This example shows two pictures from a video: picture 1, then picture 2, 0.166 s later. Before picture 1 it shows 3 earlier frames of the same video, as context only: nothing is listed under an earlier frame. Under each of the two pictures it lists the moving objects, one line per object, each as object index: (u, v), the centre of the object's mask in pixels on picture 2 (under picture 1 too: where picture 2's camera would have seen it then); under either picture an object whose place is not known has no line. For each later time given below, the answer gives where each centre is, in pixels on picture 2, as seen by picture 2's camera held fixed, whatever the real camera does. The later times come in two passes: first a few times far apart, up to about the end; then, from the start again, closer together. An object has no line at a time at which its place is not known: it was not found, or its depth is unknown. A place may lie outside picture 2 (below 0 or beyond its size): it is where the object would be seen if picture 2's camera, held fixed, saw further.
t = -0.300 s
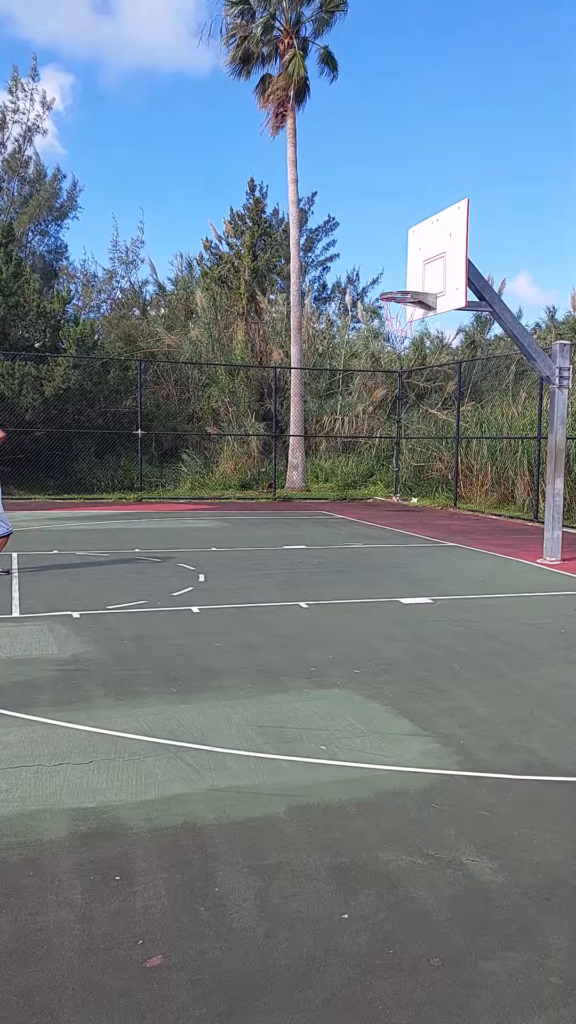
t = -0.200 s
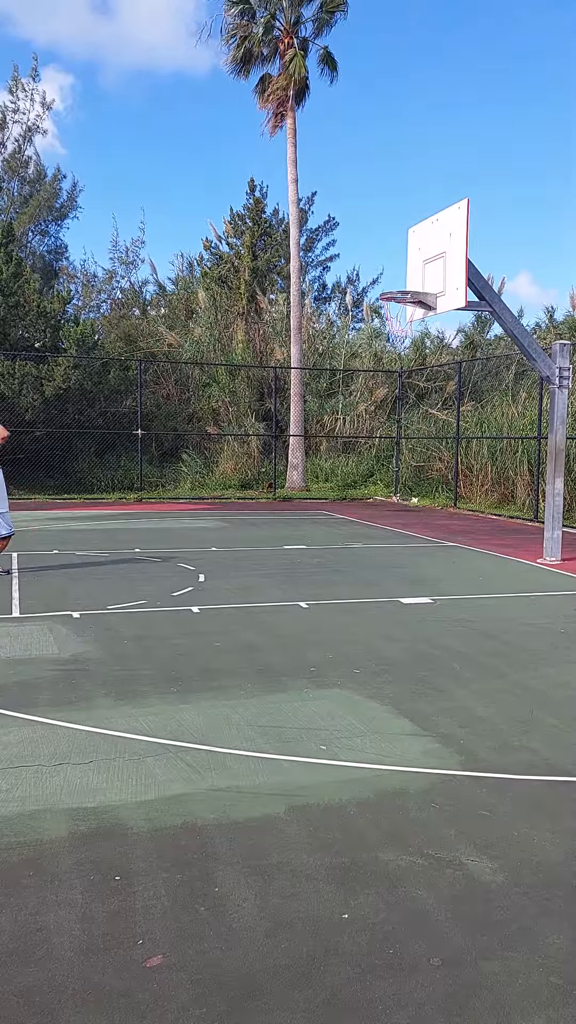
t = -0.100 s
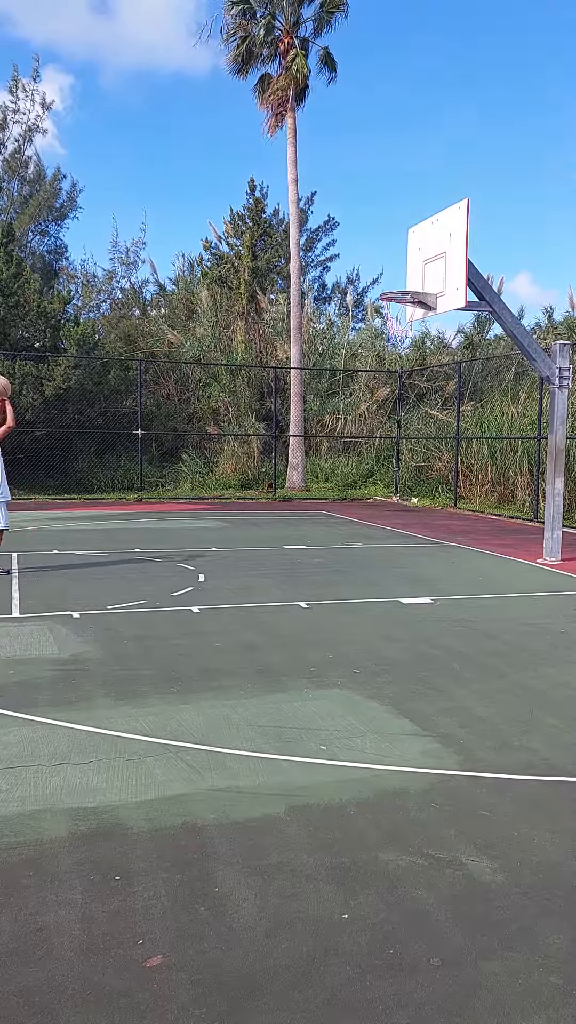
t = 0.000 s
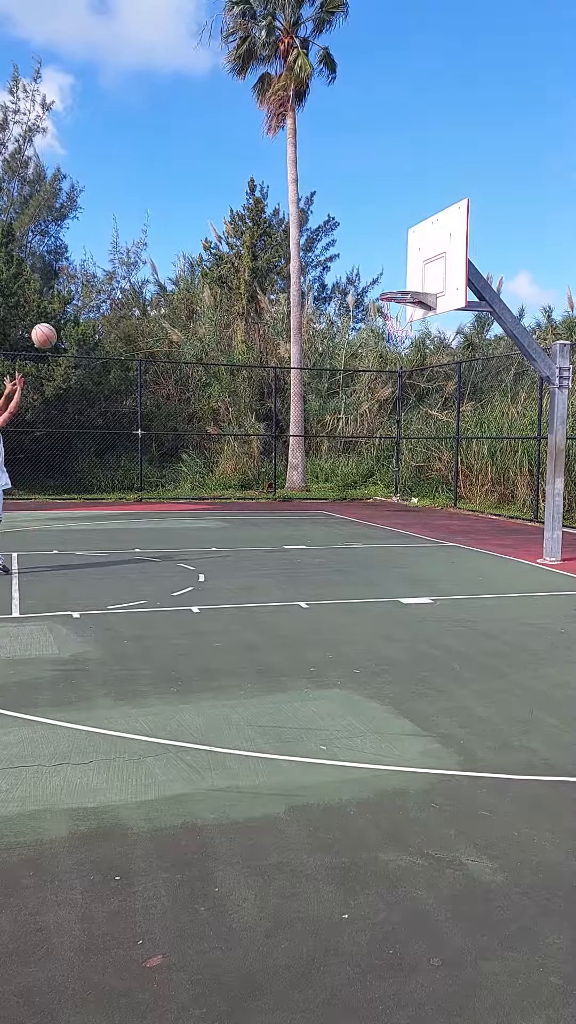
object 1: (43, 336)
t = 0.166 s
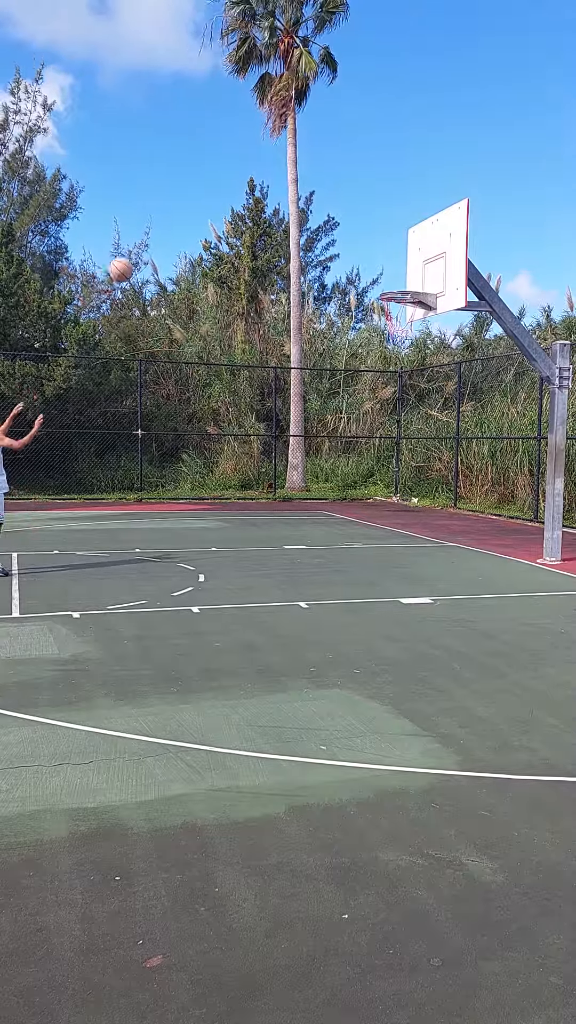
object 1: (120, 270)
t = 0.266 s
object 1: (165, 245)
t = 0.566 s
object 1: (288, 229)
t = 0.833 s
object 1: (386, 280)
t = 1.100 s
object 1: (425, 357)
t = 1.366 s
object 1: (440, 490)
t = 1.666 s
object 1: (448, 484)
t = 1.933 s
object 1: (448, 413)
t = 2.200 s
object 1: (445, 410)
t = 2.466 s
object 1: (439, 479)
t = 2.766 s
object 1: (438, 550)
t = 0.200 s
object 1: (136, 261)
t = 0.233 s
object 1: (150, 252)
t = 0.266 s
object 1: (165, 245)
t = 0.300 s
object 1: (179, 239)
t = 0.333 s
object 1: (193, 234)
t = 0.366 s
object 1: (207, 230)
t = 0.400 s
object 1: (221, 227)
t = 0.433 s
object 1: (235, 226)
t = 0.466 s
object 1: (249, 225)
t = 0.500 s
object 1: (262, 225)
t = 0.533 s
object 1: (275, 226)
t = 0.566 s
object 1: (288, 229)
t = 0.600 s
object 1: (302, 231)
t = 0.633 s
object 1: (314, 236)
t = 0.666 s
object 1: (327, 241)
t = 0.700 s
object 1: (339, 247)
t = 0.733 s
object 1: (351, 253)
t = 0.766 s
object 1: (363, 262)
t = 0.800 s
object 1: (375, 270)
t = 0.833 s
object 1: (386, 280)
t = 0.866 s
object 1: (399, 285)
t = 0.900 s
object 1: (407, 302)
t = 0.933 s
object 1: (413, 307)
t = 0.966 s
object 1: (417, 314)
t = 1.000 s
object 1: (420, 322)
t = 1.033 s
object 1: (422, 333)
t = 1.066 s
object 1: (423, 344)
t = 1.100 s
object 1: (425, 357)
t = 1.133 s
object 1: (427, 369)
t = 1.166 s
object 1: (429, 384)
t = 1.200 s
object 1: (430, 400)
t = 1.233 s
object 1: (432, 416)
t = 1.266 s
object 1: (435, 433)
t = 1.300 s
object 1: (437, 451)
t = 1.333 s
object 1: (438, 470)
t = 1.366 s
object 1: (440, 490)
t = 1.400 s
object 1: (442, 511)
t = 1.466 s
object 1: (447, 556)
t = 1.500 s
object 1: (447, 559)
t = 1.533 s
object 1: (447, 542)
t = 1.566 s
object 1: (447, 525)
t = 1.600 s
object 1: (446, 510)
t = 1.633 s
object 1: (448, 497)
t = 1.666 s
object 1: (448, 484)
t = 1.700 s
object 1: (447, 471)
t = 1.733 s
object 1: (447, 459)
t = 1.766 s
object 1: (448, 449)
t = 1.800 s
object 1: (448, 440)
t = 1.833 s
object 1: (448, 432)
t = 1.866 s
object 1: (448, 424)
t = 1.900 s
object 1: (448, 417)
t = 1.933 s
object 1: (448, 413)
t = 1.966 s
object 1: (448, 410)
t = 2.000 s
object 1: (448, 406)
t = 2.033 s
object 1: (448, 404)
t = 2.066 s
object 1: (447, 404)
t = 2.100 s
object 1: (447, 403)
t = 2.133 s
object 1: (447, 404)
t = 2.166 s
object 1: (446, 406)
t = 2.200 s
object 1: (445, 410)
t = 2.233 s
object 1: (445, 414)
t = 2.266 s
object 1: (444, 420)
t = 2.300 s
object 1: (444, 427)
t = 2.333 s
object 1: (443, 435)
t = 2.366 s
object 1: (442, 444)
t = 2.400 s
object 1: (441, 455)
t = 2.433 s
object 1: (441, 467)
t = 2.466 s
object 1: (439, 479)
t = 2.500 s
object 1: (438, 493)
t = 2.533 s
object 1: (437, 507)
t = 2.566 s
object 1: (436, 523)
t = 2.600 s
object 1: (436, 541)
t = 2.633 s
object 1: (435, 559)
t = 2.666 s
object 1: (434, 580)
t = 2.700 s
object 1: (435, 578)
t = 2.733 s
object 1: (437, 563)
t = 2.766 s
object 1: (438, 550)
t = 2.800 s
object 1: (440, 538)
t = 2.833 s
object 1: (440, 526)
